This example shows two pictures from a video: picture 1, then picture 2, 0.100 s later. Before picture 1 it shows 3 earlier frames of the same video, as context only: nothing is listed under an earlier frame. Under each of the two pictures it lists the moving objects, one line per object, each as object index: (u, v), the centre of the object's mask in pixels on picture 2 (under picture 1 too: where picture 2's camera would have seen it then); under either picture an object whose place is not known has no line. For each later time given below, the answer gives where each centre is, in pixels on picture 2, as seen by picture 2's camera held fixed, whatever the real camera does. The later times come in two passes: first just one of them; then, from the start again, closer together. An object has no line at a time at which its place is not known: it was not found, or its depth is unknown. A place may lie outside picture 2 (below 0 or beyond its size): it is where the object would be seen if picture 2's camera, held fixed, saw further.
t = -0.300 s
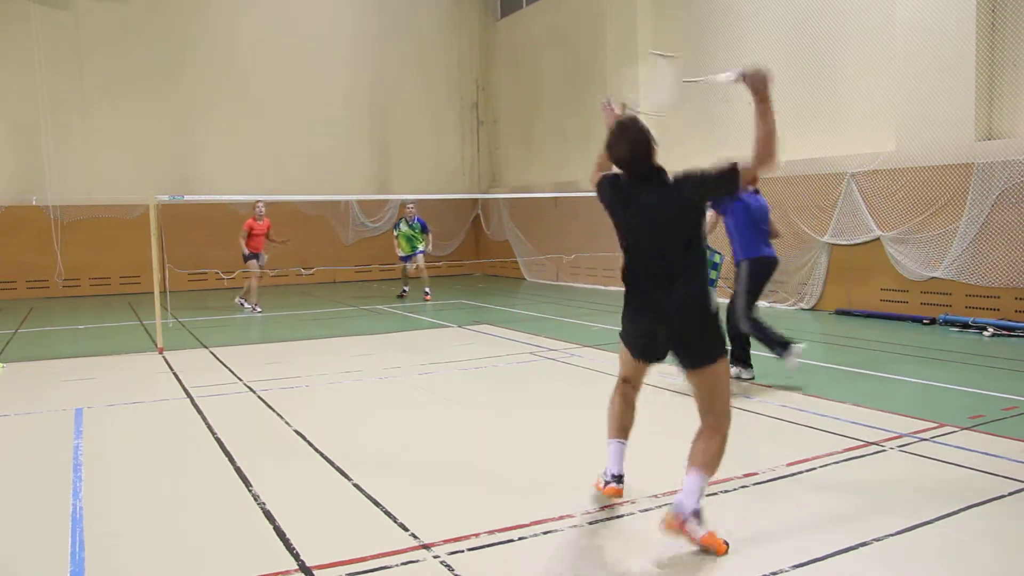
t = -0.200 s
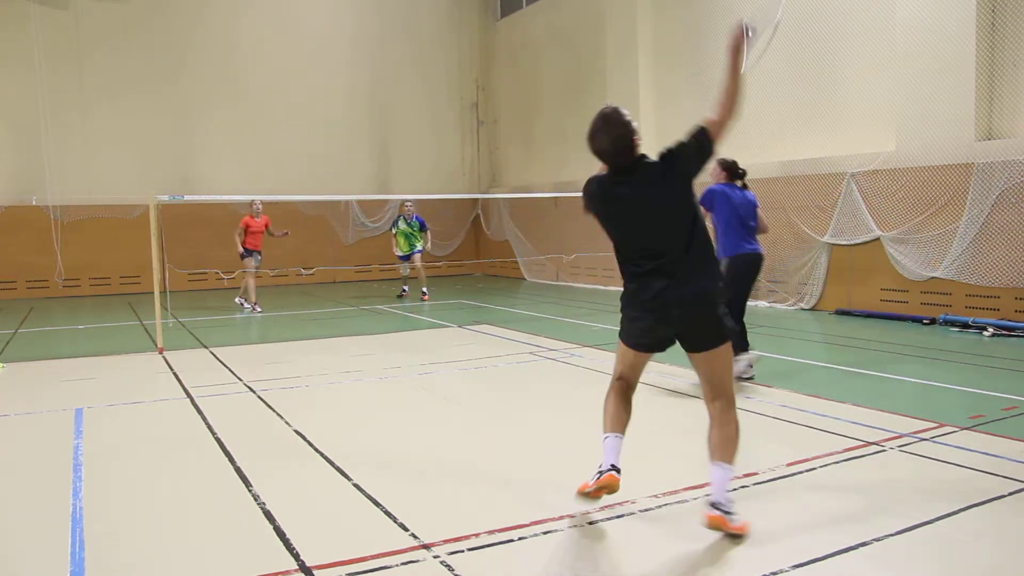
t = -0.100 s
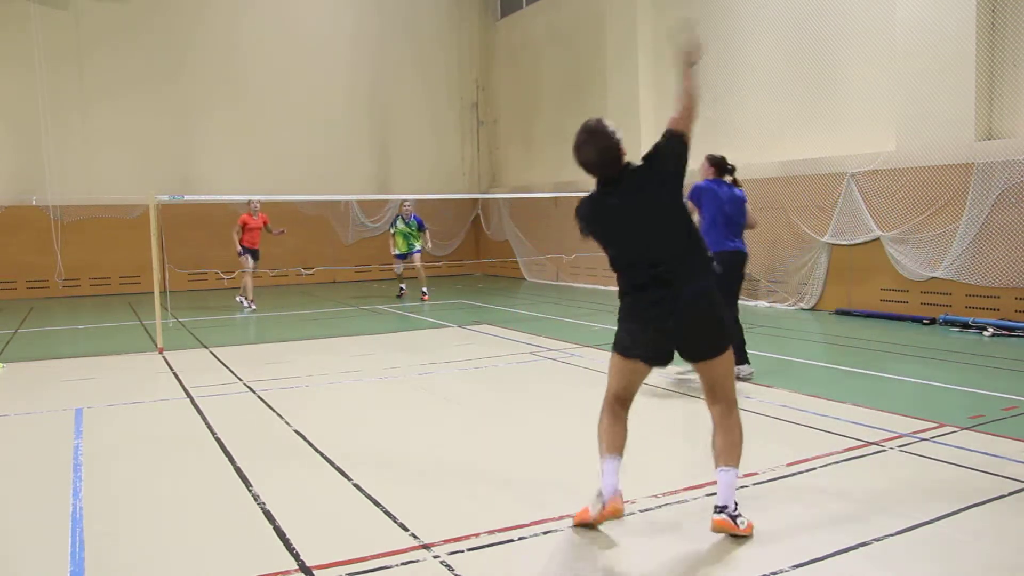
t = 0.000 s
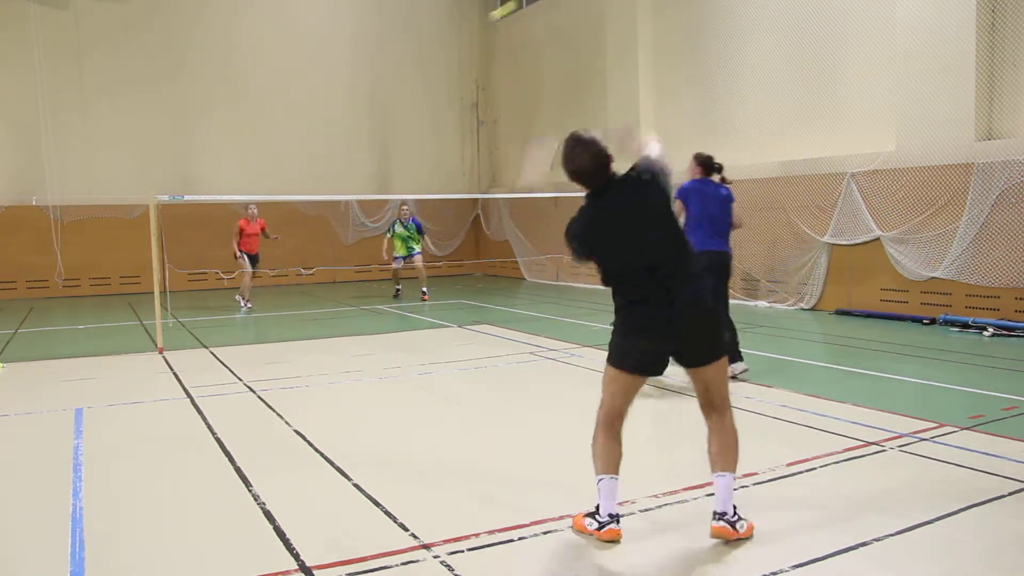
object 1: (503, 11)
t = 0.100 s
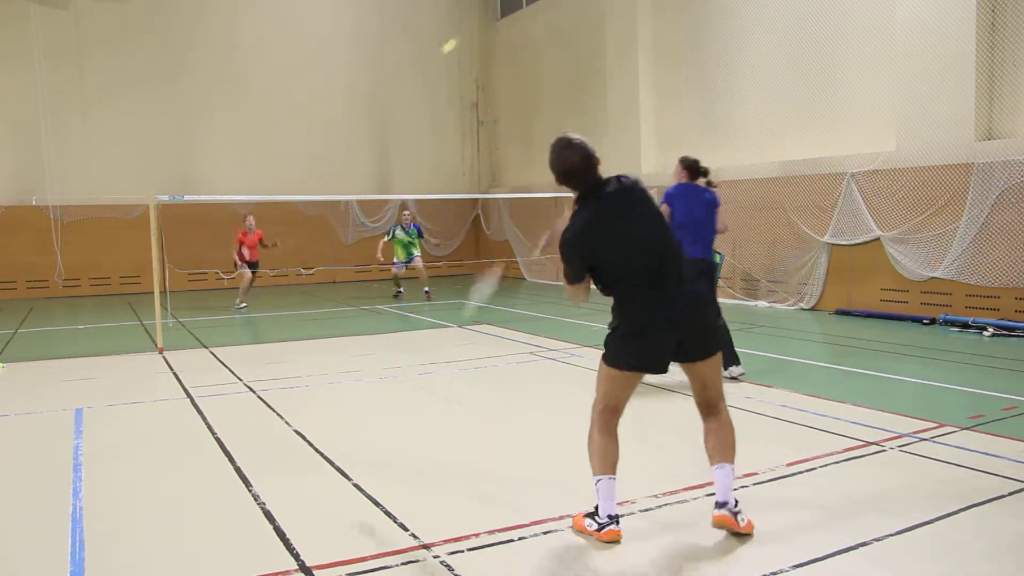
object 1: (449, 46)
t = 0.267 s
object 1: (406, 97)
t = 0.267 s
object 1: (406, 97)
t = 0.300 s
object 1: (401, 106)
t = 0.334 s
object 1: (396, 116)
